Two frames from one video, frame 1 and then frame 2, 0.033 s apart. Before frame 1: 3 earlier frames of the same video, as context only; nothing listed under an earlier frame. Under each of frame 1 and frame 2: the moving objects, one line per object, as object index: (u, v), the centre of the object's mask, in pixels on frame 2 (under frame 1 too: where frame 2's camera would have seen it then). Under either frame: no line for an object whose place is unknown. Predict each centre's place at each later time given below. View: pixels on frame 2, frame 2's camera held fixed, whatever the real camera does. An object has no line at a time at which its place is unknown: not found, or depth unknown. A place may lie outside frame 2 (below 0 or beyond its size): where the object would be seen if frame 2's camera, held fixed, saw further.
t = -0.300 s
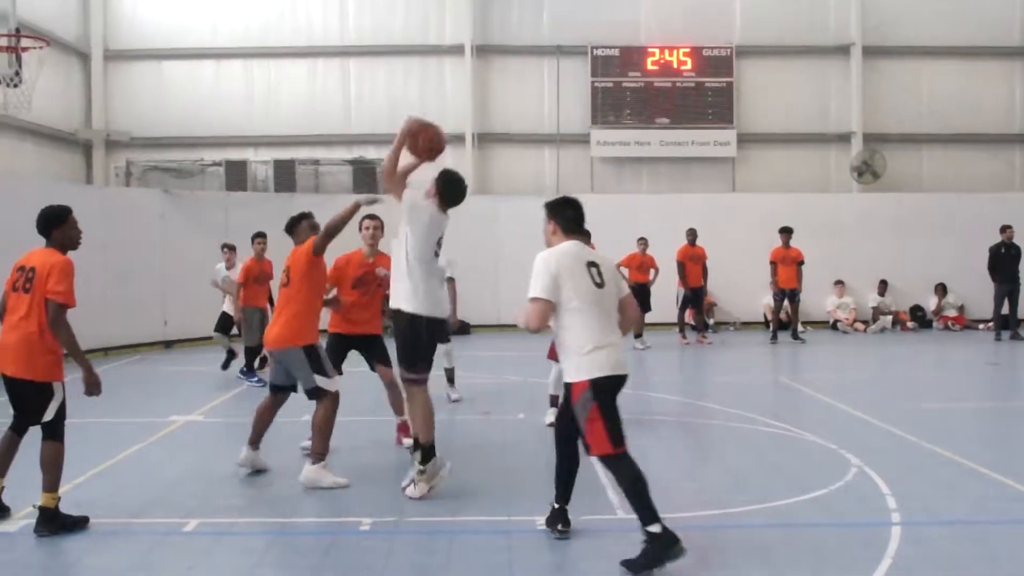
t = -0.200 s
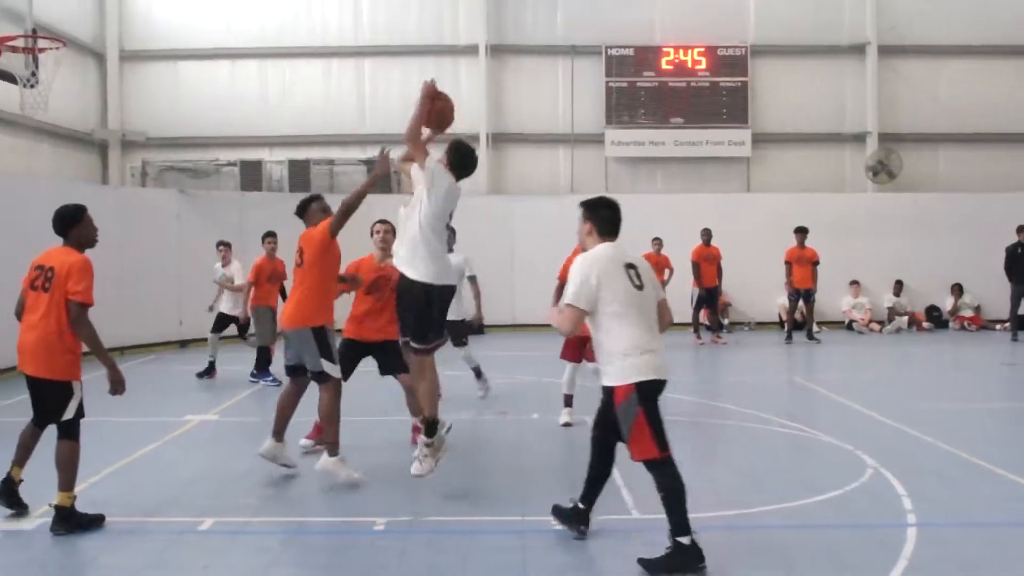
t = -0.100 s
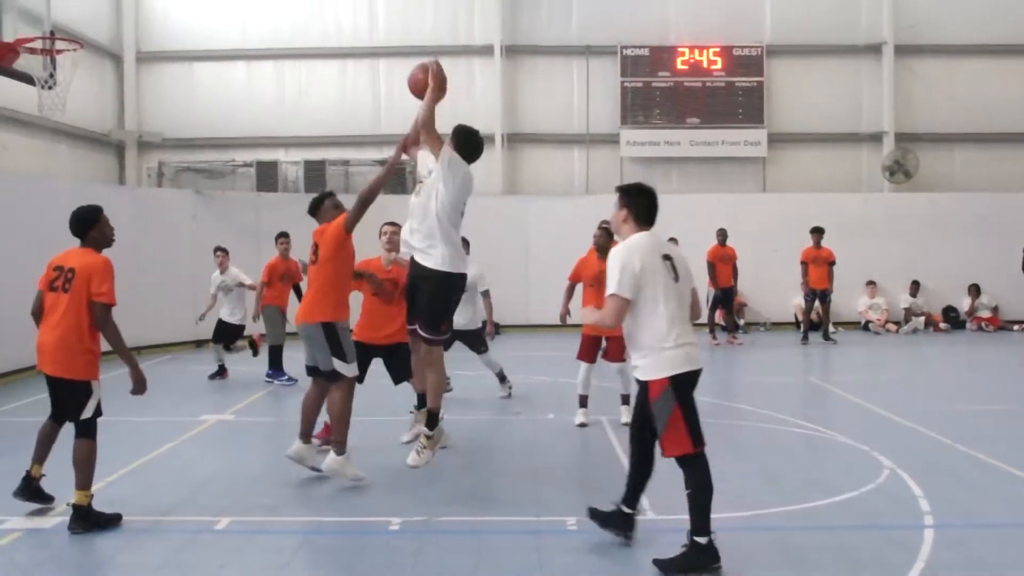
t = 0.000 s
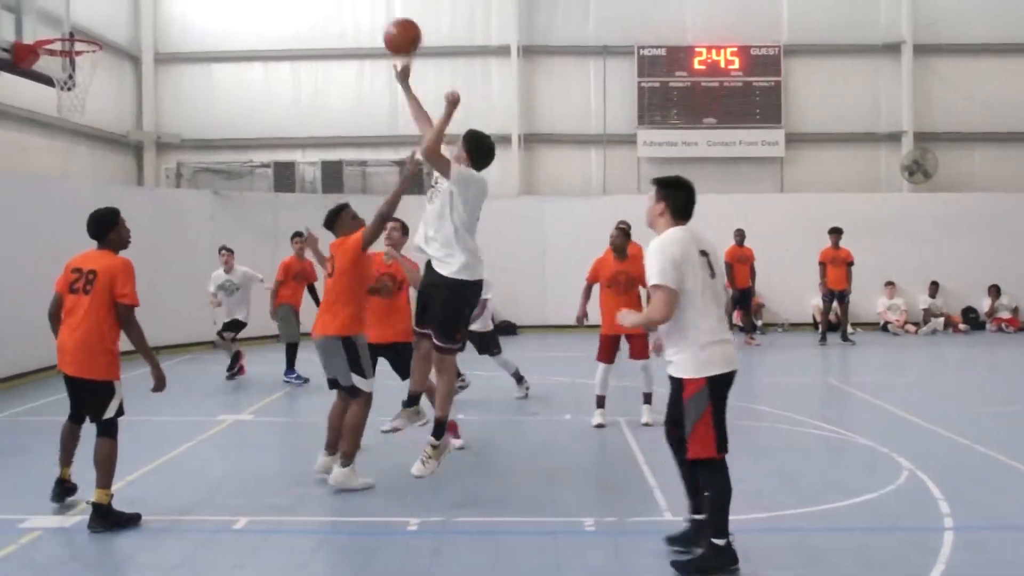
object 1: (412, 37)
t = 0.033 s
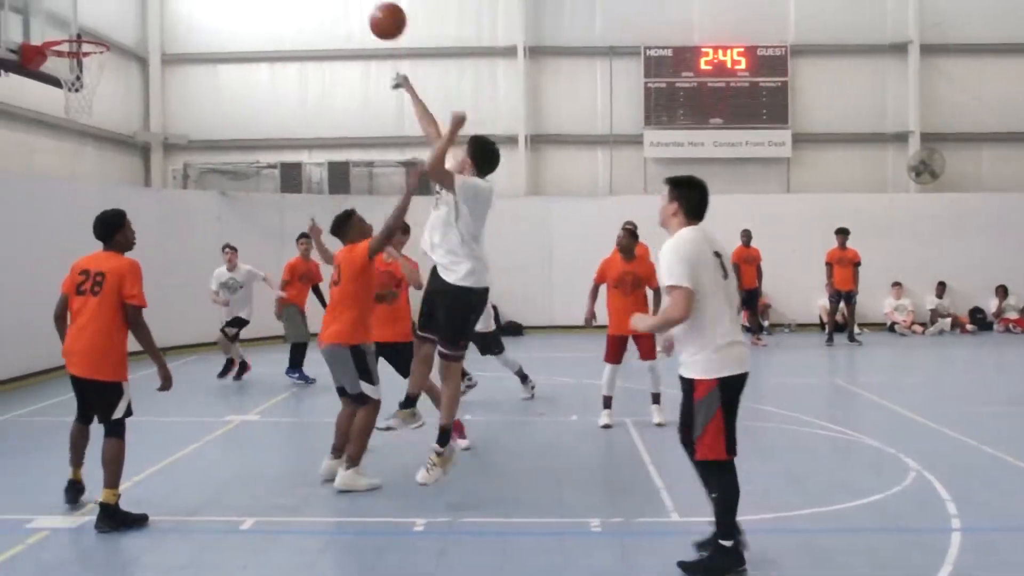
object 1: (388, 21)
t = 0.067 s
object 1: (365, 10)
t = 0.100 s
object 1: (343, 3)
